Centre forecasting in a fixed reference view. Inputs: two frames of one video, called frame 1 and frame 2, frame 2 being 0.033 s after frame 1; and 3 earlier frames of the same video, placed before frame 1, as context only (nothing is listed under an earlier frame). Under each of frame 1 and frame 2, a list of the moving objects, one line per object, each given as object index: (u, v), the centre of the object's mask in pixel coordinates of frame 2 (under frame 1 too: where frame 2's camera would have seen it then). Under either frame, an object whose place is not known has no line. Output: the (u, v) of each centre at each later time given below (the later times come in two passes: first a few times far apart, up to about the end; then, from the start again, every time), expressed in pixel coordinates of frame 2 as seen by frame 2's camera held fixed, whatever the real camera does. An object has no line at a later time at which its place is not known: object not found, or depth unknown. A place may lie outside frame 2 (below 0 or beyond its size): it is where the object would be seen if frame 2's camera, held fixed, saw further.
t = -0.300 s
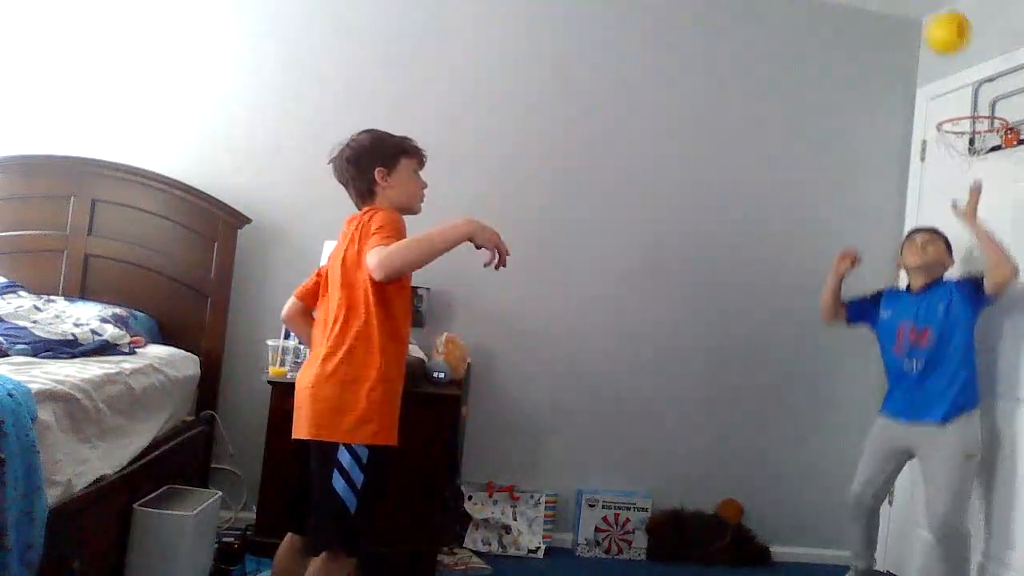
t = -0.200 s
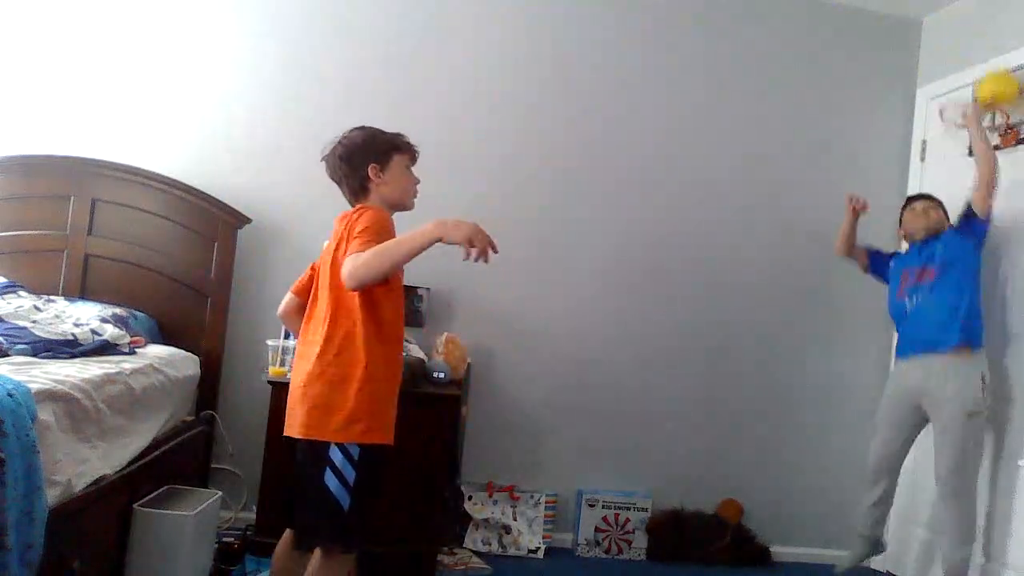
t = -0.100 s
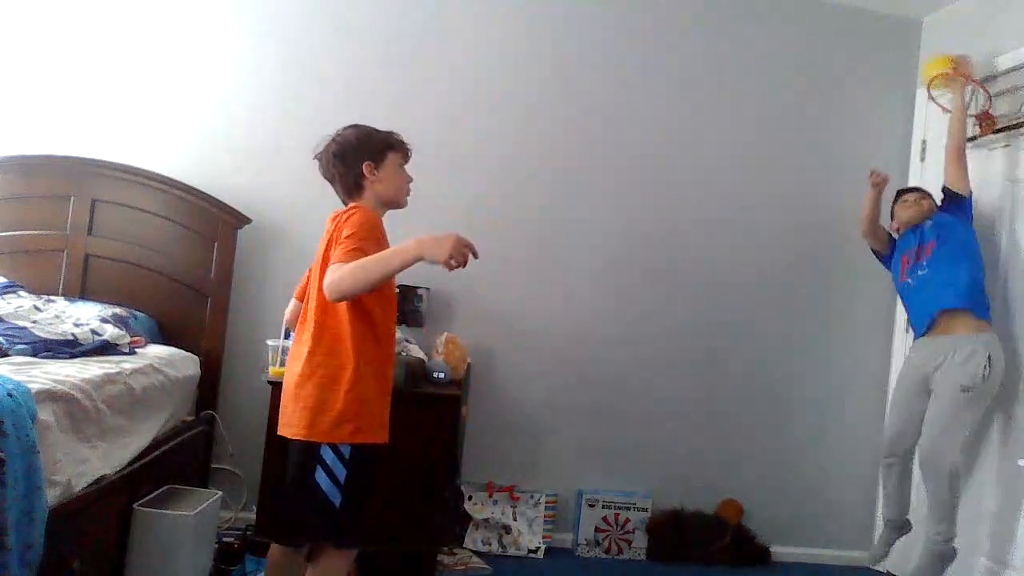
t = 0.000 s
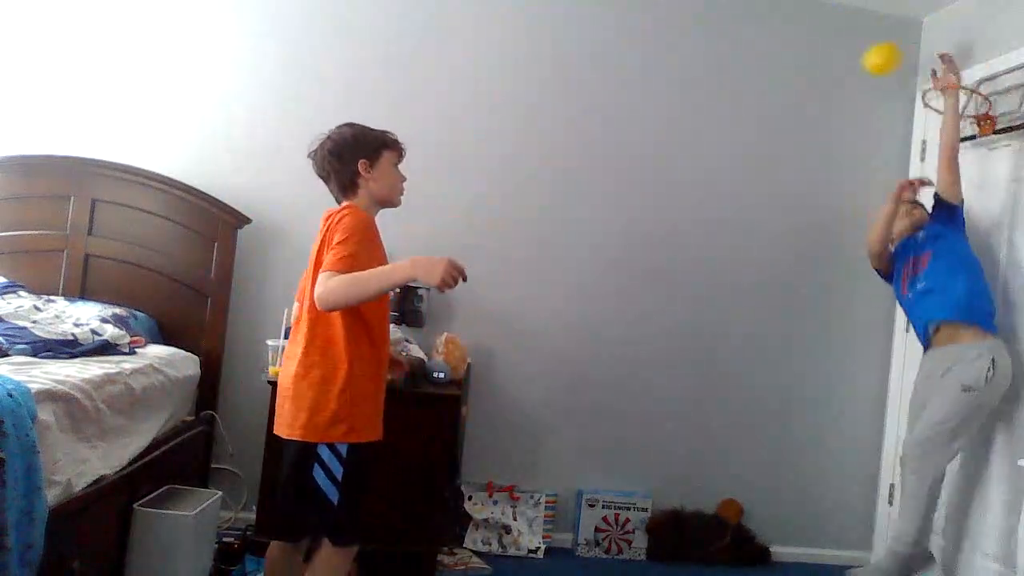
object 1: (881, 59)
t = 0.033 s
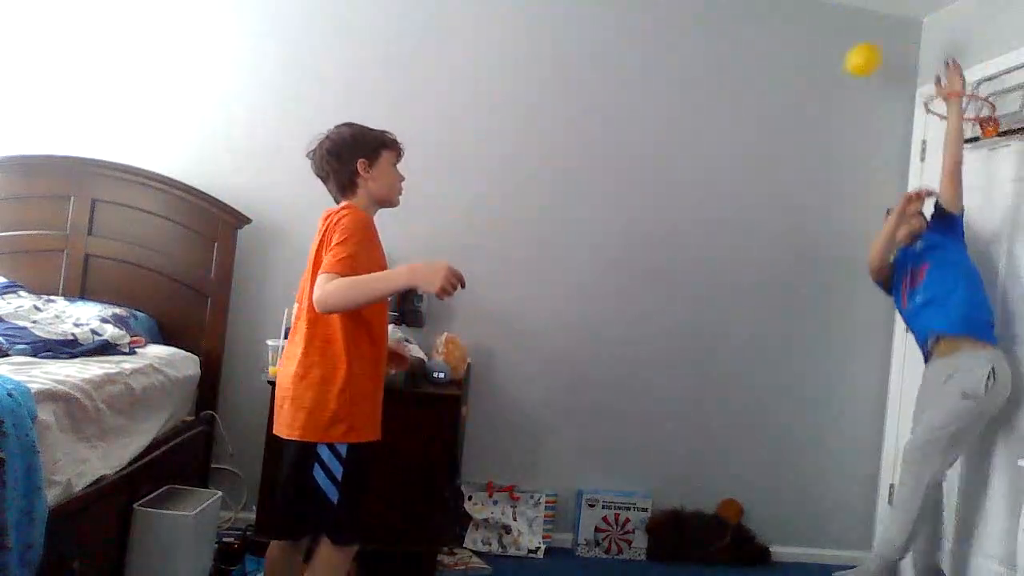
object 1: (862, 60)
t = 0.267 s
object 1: (774, 98)
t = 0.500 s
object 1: (720, 228)
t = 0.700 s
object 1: (641, 487)
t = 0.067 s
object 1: (842, 64)
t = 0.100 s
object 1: (824, 69)
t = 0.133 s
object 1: (806, 77)
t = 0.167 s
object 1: (790, 86)
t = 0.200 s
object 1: (785, 87)
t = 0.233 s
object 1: (780, 90)
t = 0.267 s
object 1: (774, 98)
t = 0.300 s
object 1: (768, 107)
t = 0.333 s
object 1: (761, 119)
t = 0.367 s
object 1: (753, 134)
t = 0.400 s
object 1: (746, 151)
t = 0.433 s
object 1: (738, 174)
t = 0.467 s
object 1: (729, 199)
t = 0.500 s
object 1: (720, 228)
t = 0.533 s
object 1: (708, 261)
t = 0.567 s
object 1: (697, 299)
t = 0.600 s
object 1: (683, 340)
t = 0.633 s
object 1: (671, 385)
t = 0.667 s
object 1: (656, 436)
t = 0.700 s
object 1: (641, 487)
